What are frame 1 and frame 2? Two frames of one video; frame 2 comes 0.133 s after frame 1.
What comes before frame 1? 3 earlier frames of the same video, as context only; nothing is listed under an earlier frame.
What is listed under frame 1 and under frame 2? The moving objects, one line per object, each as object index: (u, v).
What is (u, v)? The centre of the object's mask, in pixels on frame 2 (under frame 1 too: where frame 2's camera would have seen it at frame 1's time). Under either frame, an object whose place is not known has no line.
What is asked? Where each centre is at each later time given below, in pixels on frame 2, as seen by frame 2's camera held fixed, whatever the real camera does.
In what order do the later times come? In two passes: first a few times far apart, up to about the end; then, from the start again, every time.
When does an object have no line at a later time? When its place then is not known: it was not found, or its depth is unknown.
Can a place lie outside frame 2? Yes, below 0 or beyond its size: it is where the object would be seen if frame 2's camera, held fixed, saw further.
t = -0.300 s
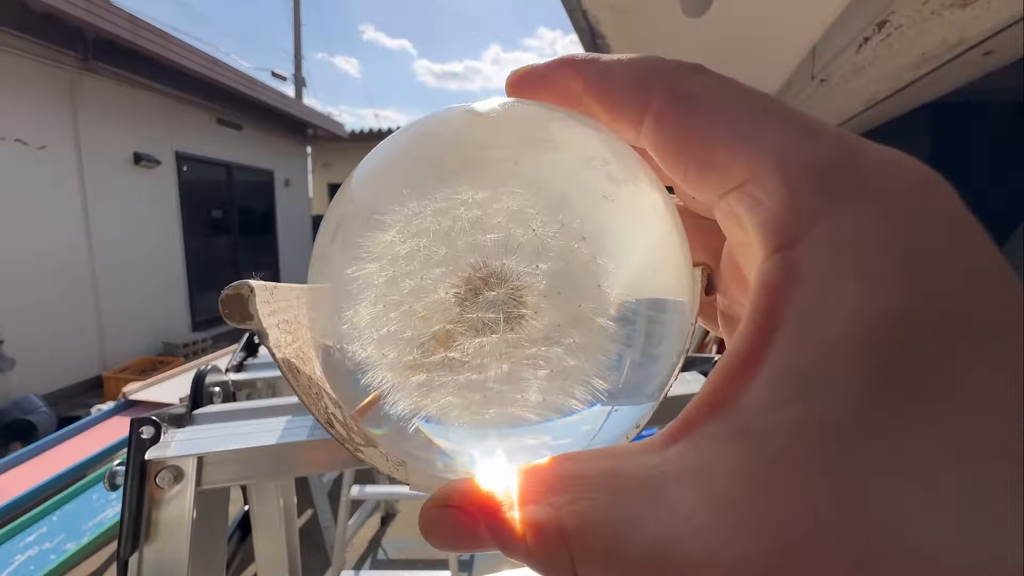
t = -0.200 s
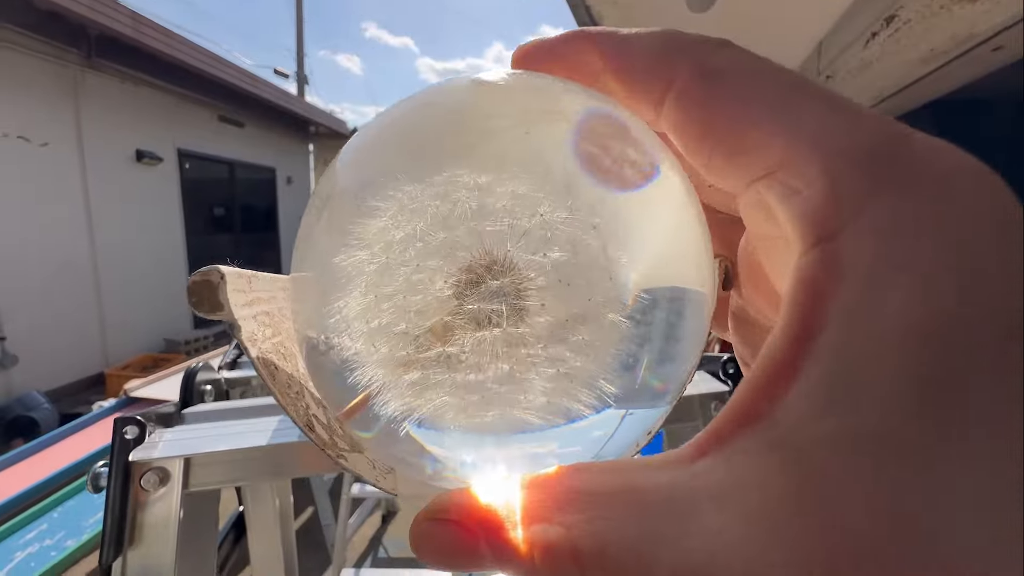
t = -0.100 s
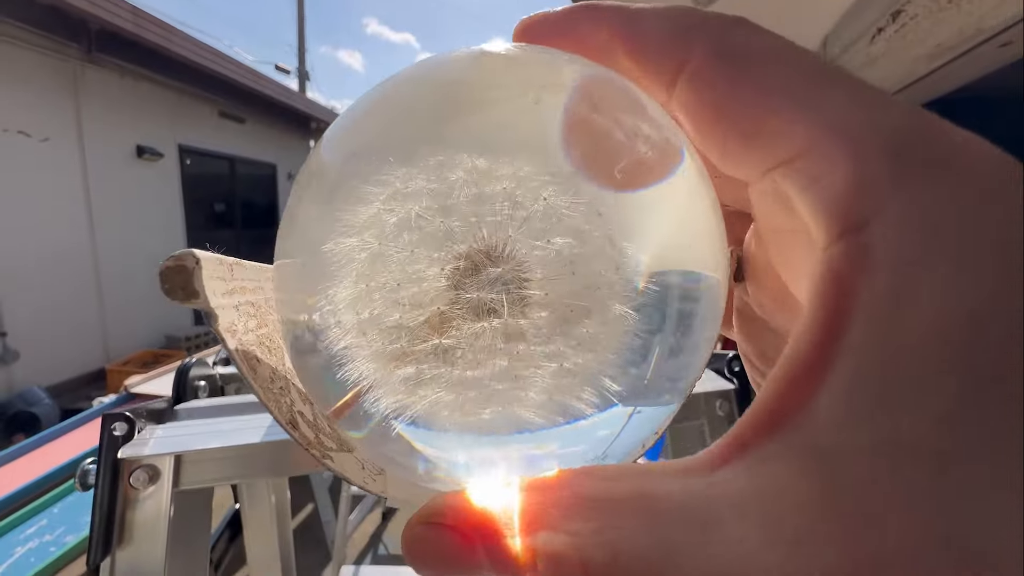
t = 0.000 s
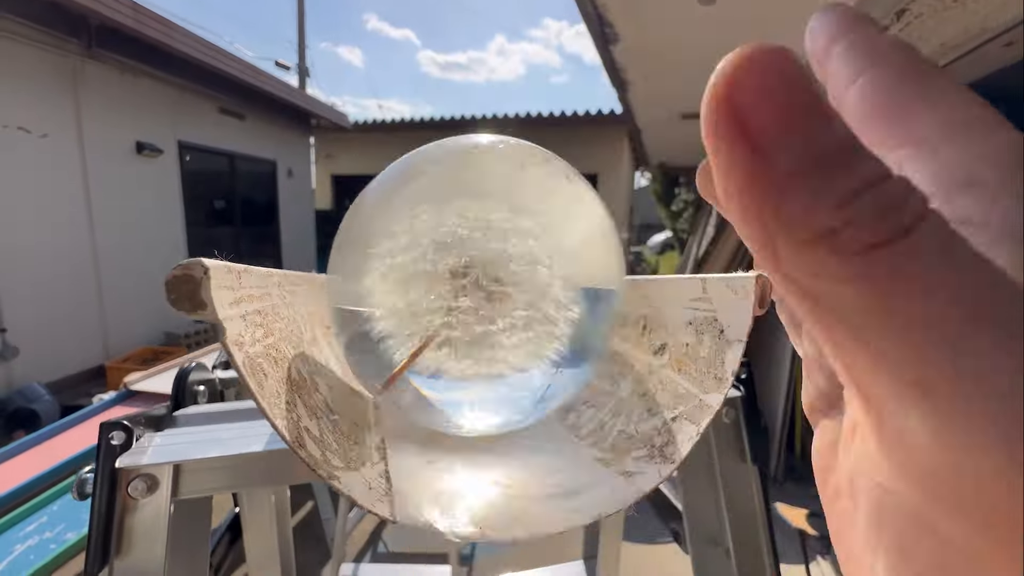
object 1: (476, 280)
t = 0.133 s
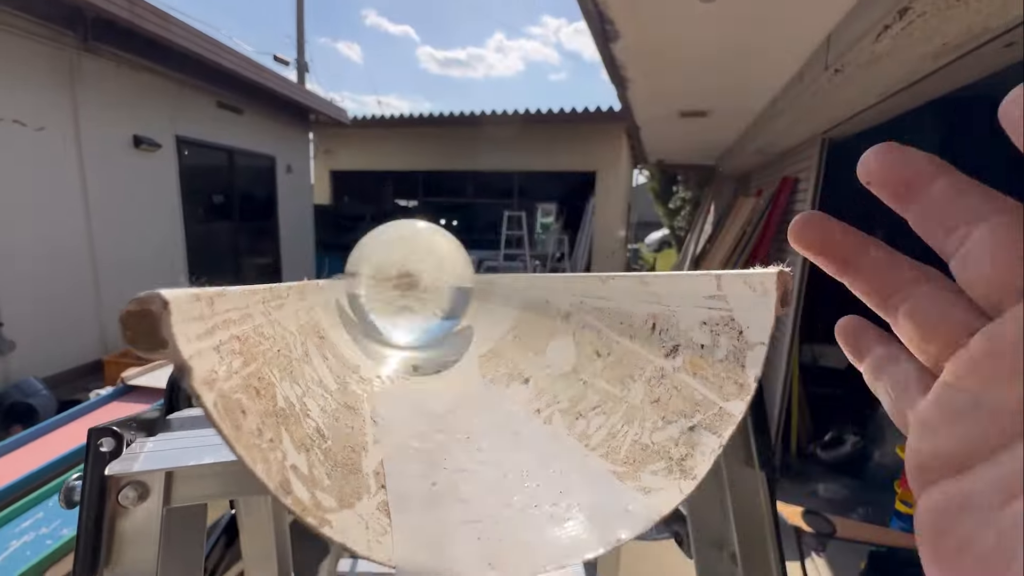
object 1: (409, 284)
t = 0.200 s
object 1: (412, 283)
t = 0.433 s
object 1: (385, 278)
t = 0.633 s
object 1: (385, 275)
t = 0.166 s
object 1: (414, 282)
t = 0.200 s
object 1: (412, 283)
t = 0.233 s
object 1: (402, 283)
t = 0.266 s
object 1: (391, 280)
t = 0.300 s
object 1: (388, 281)
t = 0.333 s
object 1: (394, 281)
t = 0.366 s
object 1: (393, 279)
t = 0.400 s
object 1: (388, 279)
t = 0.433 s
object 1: (385, 278)
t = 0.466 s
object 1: (387, 277)
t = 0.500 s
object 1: (384, 276)
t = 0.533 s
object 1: (382, 276)
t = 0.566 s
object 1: (381, 275)
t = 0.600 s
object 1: (379, 272)
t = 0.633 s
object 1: (385, 275)
